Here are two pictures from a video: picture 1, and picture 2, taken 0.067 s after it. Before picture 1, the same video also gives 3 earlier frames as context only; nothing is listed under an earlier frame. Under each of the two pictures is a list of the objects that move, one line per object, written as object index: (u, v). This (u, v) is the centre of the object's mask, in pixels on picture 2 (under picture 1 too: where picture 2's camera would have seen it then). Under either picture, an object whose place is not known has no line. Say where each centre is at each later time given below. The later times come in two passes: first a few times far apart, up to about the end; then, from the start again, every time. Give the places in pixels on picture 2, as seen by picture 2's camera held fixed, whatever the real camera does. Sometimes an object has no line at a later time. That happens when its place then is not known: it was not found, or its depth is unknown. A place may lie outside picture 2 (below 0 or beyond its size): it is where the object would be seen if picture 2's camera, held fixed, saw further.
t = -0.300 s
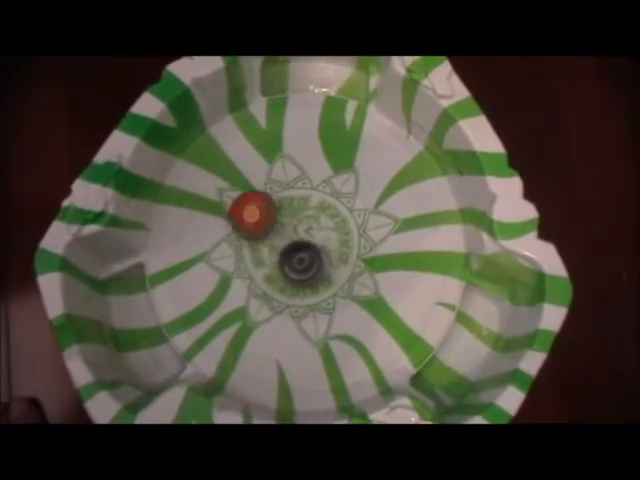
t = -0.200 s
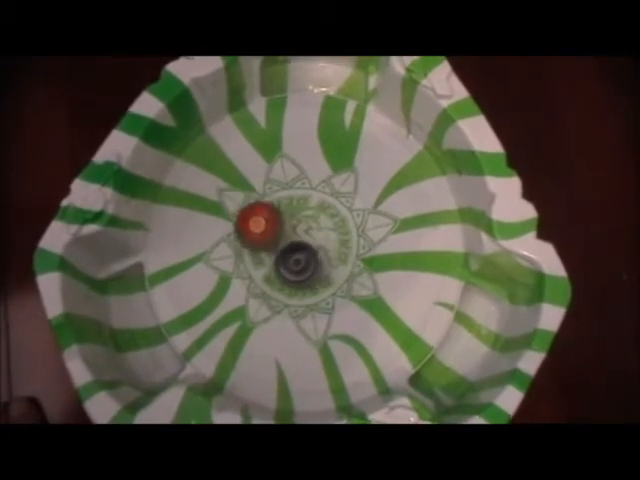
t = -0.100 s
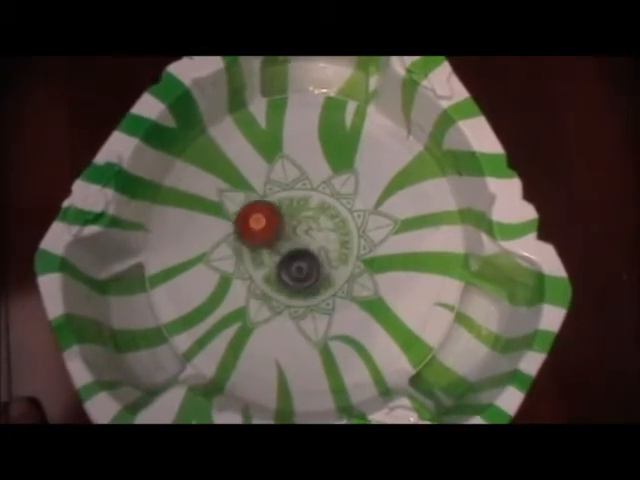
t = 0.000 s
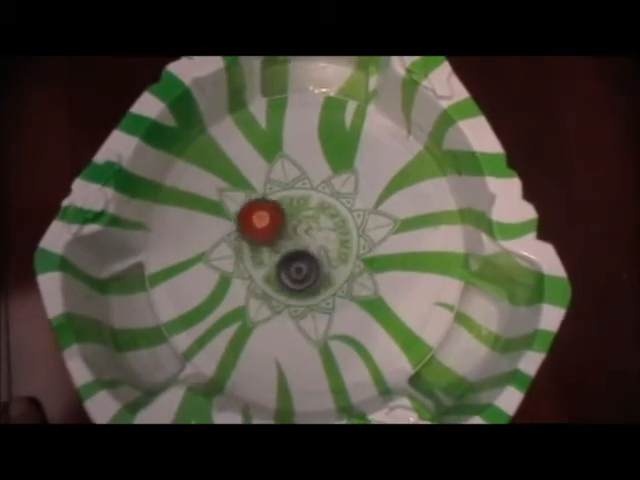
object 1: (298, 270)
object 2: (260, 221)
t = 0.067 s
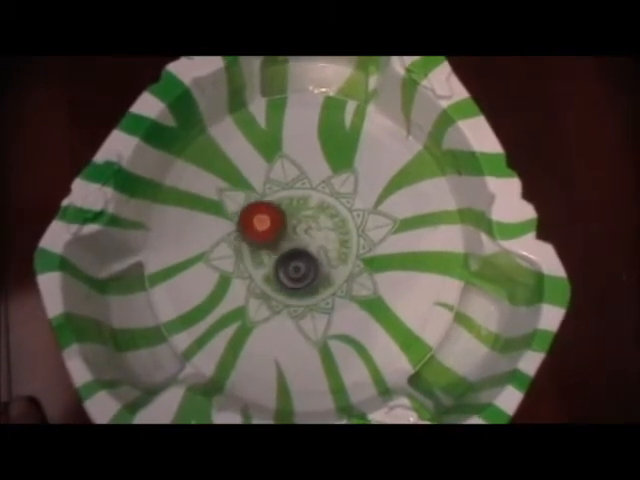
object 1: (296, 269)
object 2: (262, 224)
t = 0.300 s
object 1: (298, 266)
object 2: (259, 228)
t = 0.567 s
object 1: (325, 274)
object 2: (241, 205)
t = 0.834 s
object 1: (333, 261)
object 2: (247, 199)
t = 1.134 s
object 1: (326, 249)
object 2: (268, 223)
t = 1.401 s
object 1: (337, 260)
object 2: (246, 220)
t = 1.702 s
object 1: (330, 254)
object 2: (251, 234)
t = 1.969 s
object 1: (313, 256)
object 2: (260, 242)
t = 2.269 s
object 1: (328, 266)
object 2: (251, 234)
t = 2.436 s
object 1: (321, 260)
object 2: (263, 239)
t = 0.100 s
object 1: (296, 268)
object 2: (262, 226)
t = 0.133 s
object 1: (296, 268)
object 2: (261, 227)
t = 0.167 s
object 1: (295, 265)
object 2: (261, 228)
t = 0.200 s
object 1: (295, 266)
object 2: (260, 227)
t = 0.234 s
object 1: (296, 266)
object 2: (259, 227)
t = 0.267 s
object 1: (297, 266)
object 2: (259, 227)
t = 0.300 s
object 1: (298, 266)
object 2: (259, 228)
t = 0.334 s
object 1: (299, 265)
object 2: (259, 228)
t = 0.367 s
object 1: (299, 264)
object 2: (259, 229)
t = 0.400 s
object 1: (300, 263)
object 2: (260, 230)
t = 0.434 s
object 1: (300, 262)
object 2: (260, 230)
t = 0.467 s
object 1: (309, 266)
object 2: (253, 222)
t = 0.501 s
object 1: (316, 270)
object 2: (246, 213)
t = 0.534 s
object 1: (322, 273)
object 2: (242, 208)
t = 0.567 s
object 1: (325, 274)
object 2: (241, 205)
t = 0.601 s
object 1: (329, 275)
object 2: (241, 204)
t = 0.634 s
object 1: (330, 273)
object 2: (242, 202)
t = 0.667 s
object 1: (331, 272)
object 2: (243, 201)
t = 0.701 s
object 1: (331, 270)
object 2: (243, 201)
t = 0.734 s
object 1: (332, 267)
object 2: (243, 200)
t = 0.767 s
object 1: (332, 264)
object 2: (244, 199)
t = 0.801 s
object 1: (333, 263)
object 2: (245, 199)
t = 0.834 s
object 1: (333, 261)
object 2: (247, 199)
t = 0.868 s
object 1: (332, 257)
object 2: (247, 198)
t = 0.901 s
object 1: (332, 255)
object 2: (249, 198)
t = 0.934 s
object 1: (332, 255)
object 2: (251, 199)
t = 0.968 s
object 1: (331, 253)
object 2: (253, 202)
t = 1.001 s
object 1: (330, 252)
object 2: (256, 205)
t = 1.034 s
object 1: (328, 251)
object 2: (260, 211)
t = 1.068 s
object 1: (327, 250)
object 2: (262, 215)
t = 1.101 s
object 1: (326, 249)
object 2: (265, 219)
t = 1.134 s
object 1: (326, 249)
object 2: (268, 223)
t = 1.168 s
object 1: (324, 249)
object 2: (271, 226)
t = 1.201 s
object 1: (324, 248)
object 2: (272, 229)
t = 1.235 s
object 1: (323, 248)
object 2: (273, 231)
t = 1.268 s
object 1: (323, 249)
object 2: (272, 232)
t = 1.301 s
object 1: (328, 252)
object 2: (258, 225)
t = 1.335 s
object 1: (335, 258)
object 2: (251, 222)
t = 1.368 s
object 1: (337, 259)
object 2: (247, 221)
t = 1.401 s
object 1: (337, 260)
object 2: (246, 220)
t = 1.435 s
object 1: (338, 260)
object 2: (246, 221)
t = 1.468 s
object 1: (338, 259)
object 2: (247, 222)
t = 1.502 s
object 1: (337, 259)
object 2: (248, 224)
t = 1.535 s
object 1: (337, 257)
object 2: (248, 227)
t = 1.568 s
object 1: (336, 257)
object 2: (249, 228)
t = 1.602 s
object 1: (335, 256)
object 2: (249, 230)
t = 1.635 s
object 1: (334, 255)
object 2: (250, 231)
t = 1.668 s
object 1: (331, 255)
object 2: (251, 233)
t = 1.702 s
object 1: (330, 254)
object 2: (251, 234)
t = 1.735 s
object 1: (327, 254)
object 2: (252, 235)
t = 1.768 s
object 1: (326, 253)
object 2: (253, 236)
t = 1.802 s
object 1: (323, 254)
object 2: (253, 238)
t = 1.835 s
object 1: (323, 254)
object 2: (254, 239)
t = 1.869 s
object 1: (322, 255)
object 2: (256, 240)
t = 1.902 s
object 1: (317, 255)
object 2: (257, 240)
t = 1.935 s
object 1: (314, 255)
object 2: (259, 241)
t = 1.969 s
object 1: (313, 256)
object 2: (260, 242)
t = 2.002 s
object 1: (311, 257)
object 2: (261, 242)
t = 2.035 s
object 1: (314, 259)
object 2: (255, 239)
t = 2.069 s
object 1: (322, 264)
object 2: (245, 234)
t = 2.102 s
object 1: (326, 267)
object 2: (241, 231)
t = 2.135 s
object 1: (328, 268)
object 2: (241, 230)
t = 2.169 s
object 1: (329, 268)
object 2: (242, 230)
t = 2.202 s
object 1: (329, 268)
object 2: (244, 231)
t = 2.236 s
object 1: (328, 267)
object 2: (248, 233)
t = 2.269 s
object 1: (328, 266)
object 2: (251, 234)
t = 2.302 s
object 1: (327, 264)
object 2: (254, 235)
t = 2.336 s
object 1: (325, 262)
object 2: (256, 236)
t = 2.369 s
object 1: (323, 261)
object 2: (259, 238)
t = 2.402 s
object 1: (323, 261)
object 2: (261, 239)
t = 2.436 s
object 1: (321, 260)
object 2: (263, 239)
